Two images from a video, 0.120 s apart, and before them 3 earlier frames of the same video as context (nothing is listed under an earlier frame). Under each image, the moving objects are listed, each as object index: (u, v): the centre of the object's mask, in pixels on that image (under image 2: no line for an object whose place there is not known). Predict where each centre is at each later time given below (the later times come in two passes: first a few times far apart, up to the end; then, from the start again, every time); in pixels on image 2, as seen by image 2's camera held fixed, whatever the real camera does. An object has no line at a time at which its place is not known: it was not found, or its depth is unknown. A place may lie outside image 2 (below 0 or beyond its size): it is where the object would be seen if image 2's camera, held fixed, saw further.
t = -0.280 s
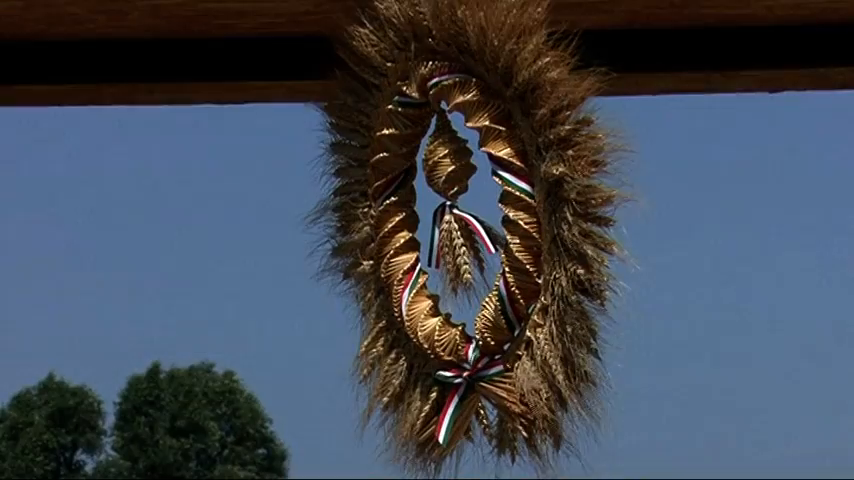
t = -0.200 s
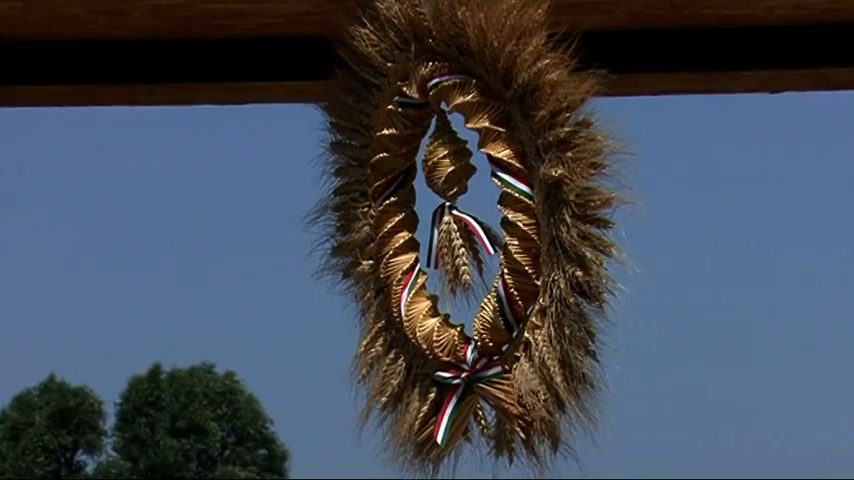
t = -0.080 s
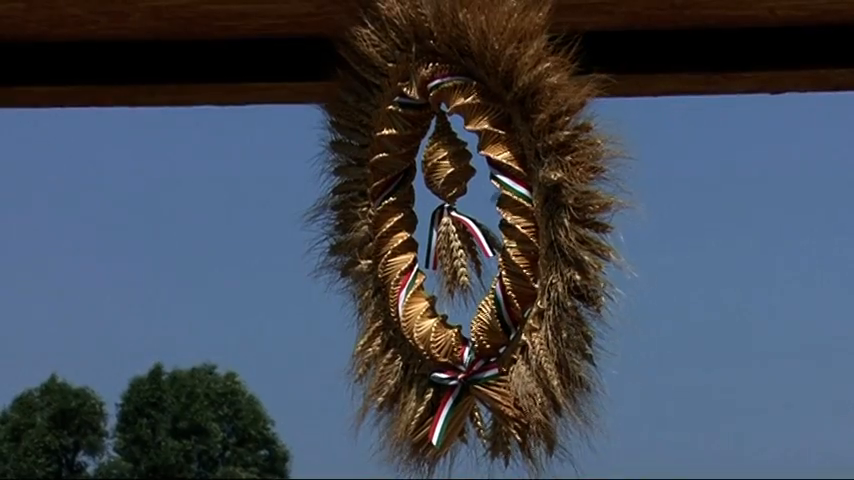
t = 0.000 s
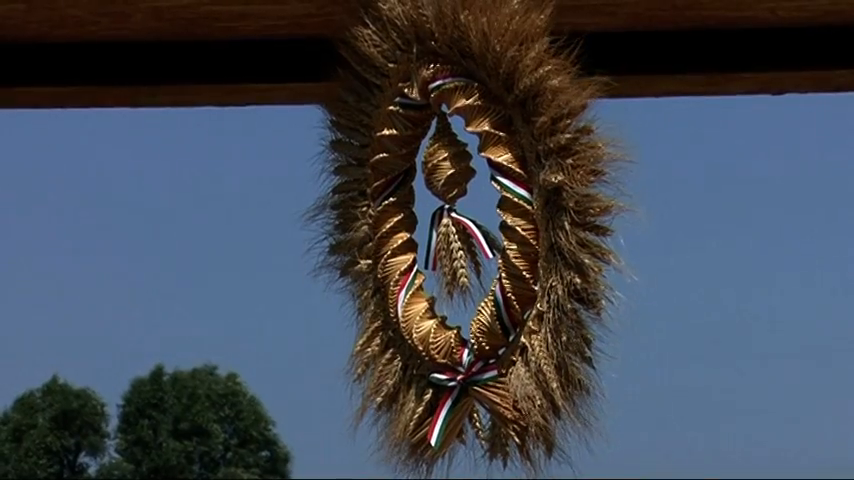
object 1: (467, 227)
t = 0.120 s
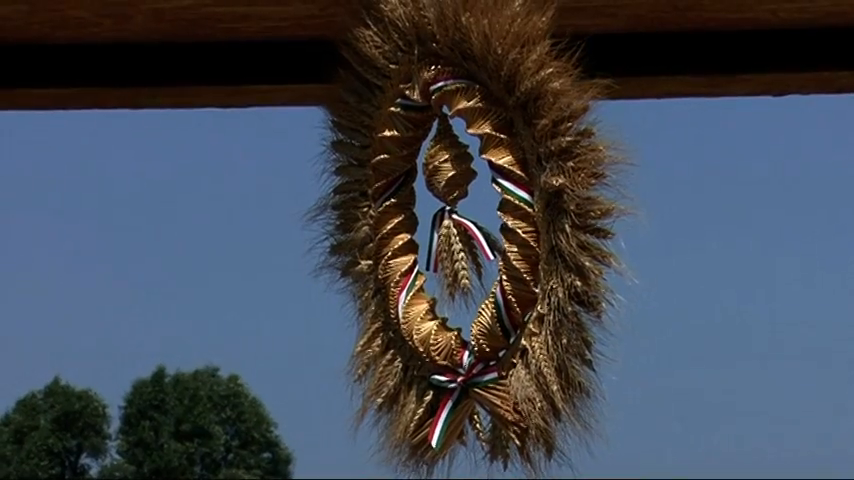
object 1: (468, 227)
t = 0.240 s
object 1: (470, 226)
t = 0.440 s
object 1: (478, 223)
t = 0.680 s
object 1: (487, 222)
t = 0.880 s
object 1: (484, 222)
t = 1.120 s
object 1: (479, 223)
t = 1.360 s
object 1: (475, 222)
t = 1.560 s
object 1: (473, 222)
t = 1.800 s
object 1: (476, 221)
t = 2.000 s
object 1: (483, 220)
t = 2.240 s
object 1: (492, 218)
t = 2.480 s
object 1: (496, 219)
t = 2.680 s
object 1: (495, 220)
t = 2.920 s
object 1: (498, 220)
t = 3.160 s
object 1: (508, 215)
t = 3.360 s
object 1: (515, 214)
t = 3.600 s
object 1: (510, 216)
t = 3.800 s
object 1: (507, 217)
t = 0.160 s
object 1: (468, 227)
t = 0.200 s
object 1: (469, 227)
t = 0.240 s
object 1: (470, 226)
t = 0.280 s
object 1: (471, 226)
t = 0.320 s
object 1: (472, 226)
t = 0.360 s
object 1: (474, 225)
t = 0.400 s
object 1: (476, 224)
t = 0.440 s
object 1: (478, 223)
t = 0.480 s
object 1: (480, 223)
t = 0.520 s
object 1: (482, 223)
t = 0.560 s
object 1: (483, 222)
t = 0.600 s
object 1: (485, 222)
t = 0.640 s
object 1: (486, 222)
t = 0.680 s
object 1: (487, 222)
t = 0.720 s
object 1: (487, 222)
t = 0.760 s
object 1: (487, 222)
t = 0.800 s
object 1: (487, 222)
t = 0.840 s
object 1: (485, 222)
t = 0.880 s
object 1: (484, 222)
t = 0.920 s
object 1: (484, 222)
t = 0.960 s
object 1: (482, 222)
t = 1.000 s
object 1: (481, 222)
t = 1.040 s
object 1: (480, 223)
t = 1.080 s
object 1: (479, 223)
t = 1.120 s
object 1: (479, 223)
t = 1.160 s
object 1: (478, 224)
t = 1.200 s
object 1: (478, 223)
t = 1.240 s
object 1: (477, 223)
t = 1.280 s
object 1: (477, 223)
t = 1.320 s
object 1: (476, 222)
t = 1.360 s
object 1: (475, 222)
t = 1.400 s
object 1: (475, 222)
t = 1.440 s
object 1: (474, 222)
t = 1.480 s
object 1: (473, 222)
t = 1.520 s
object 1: (473, 222)
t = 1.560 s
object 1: (473, 222)
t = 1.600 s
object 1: (472, 222)
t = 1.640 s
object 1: (473, 221)
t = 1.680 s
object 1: (473, 221)
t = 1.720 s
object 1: (474, 221)
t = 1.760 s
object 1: (475, 221)
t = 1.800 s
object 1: (476, 221)
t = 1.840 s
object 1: (477, 221)
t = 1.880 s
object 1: (479, 221)
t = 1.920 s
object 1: (480, 220)
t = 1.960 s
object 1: (481, 220)
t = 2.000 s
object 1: (483, 220)
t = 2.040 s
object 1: (484, 219)
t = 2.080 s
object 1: (486, 219)
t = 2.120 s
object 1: (488, 219)
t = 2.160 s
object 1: (490, 218)
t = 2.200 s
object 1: (491, 218)
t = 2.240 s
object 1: (492, 218)
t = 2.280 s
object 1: (493, 218)
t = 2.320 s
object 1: (494, 219)
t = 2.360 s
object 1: (495, 219)
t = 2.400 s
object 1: (495, 219)
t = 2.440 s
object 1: (496, 219)
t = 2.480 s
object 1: (496, 219)
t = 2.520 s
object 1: (496, 220)
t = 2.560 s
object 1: (495, 220)
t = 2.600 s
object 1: (495, 220)
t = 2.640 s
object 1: (495, 220)
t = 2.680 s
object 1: (495, 220)
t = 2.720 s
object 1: (494, 220)
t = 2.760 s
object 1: (495, 220)
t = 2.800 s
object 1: (495, 220)
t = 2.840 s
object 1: (496, 220)
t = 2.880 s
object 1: (497, 220)
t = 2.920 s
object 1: (498, 220)
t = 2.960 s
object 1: (499, 220)
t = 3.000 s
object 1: (500, 219)
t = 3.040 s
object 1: (502, 218)
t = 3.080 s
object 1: (504, 216)
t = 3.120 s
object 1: (506, 216)
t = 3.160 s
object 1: (508, 215)
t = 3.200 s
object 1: (511, 215)
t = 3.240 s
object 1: (512, 214)
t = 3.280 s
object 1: (514, 214)
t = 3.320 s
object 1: (515, 214)
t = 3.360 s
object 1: (515, 214)
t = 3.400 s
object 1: (515, 215)
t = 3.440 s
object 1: (514, 215)
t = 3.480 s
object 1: (513, 215)
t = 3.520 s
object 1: (512, 216)
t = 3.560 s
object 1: (511, 216)
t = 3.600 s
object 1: (510, 216)
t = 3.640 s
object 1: (509, 216)
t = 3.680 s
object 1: (509, 217)
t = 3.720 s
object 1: (508, 217)
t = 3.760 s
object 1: (507, 217)
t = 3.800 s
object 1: (507, 217)
